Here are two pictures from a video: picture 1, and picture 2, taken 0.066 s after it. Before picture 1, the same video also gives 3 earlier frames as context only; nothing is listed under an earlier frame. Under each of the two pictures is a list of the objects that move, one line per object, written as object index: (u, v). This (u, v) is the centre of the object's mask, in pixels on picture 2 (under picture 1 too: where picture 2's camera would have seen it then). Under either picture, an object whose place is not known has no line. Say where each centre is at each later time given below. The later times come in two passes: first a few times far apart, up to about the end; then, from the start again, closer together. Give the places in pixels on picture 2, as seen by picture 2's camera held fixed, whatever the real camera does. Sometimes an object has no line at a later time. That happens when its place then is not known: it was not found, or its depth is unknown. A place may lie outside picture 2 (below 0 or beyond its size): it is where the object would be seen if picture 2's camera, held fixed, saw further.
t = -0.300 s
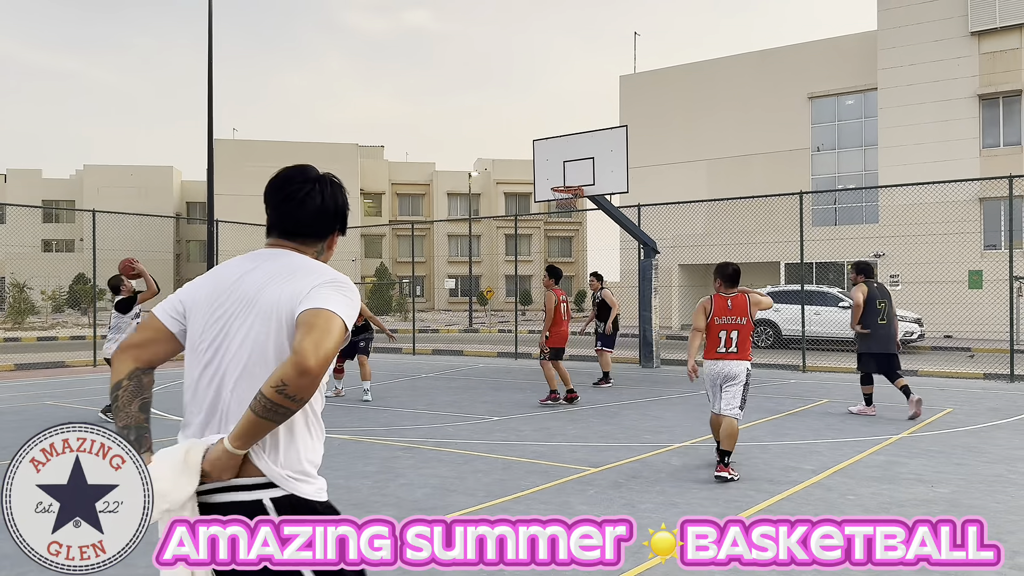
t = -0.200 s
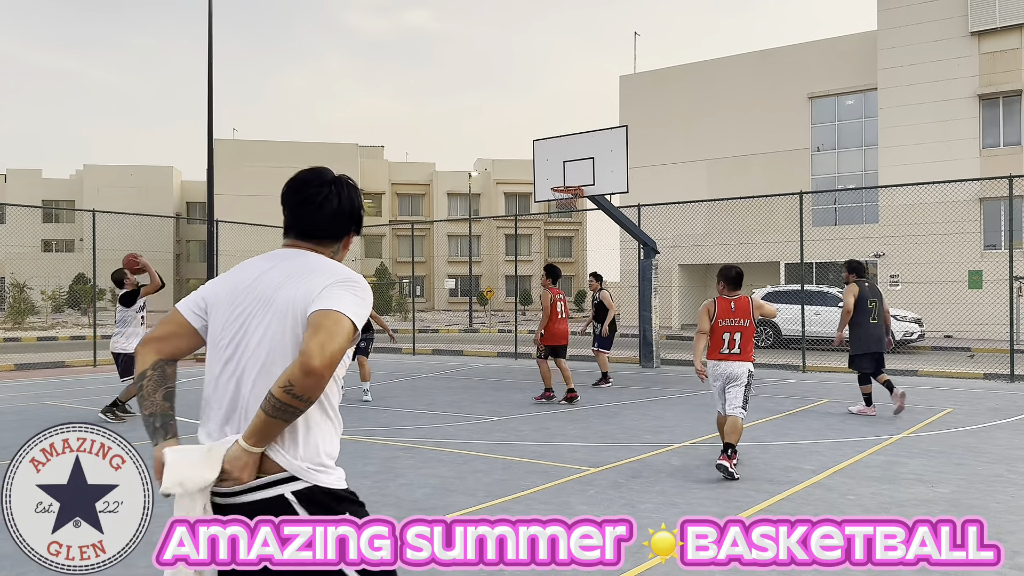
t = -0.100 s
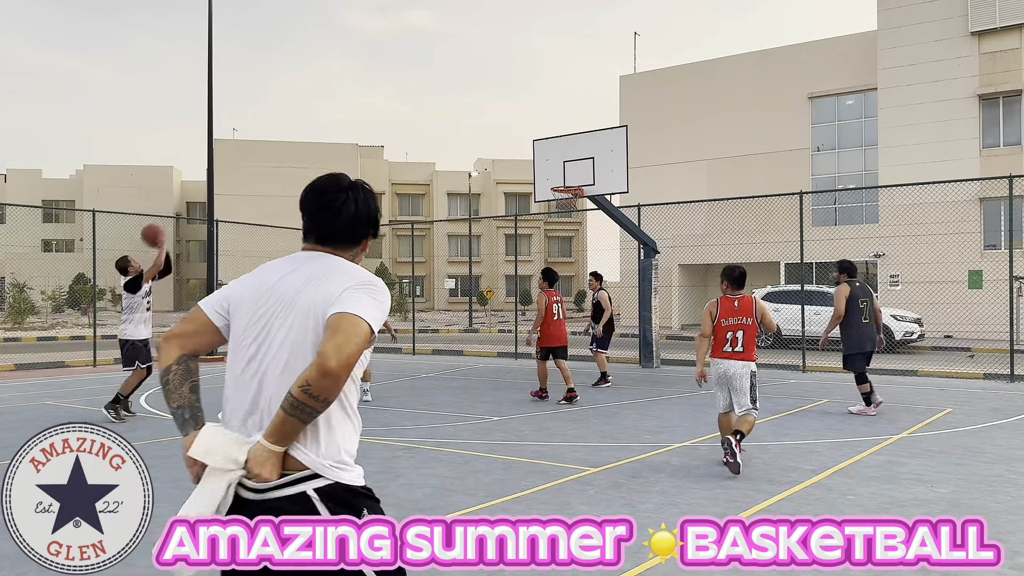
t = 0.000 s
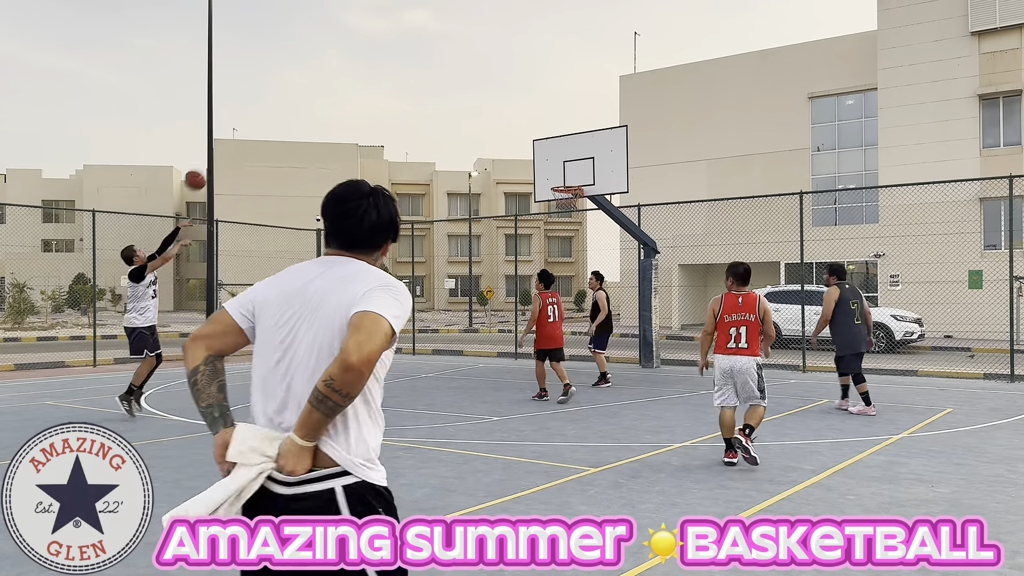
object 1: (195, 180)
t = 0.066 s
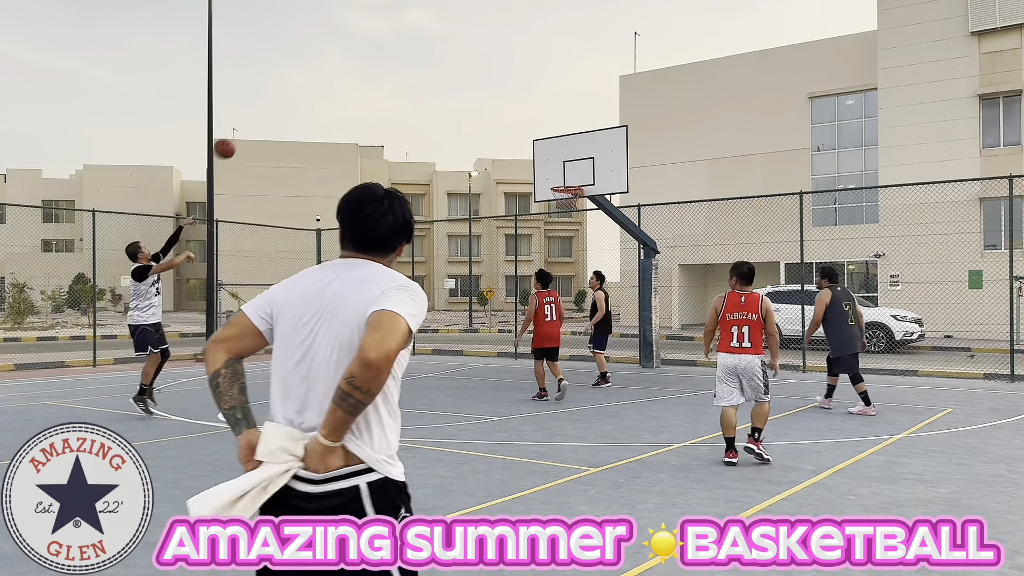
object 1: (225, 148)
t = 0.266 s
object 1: (304, 83)
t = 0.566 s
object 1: (408, 55)
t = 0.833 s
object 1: (485, 83)
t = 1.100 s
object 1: (552, 152)
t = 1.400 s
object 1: (519, 147)
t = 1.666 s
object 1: (441, 135)
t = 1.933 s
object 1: (355, 173)
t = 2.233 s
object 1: (245, 284)
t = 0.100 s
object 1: (238, 135)
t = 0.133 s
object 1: (252, 122)
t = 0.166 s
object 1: (266, 111)
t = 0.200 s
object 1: (279, 101)
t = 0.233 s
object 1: (292, 92)
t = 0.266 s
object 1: (304, 83)
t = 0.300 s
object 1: (317, 77)
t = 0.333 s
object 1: (329, 71)
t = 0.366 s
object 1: (341, 66)
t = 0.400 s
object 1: (353, 62)
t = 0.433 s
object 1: (364, 59)
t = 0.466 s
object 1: (375, 57)
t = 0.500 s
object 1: (386, 55)
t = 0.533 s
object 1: (397, 54)
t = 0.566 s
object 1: (408, 55)
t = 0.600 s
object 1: (418, 56)
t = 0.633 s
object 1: (428, 57)
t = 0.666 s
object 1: (438, 60)
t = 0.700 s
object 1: (448, 63)
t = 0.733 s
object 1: (458, 67)
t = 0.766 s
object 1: (467, 72)
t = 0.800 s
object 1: (476, 77)
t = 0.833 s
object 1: (485, 83)
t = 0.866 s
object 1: (494, 90)
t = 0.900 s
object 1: (503, 97)
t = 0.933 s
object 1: (511, 105)
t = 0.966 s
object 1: (520, 113)
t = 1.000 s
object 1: (528, 122)
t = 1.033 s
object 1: (537, 131)
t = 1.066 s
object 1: (545, 142)
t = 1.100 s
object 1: (552, 152)
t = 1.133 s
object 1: (560, 163)
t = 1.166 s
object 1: (568, 174)
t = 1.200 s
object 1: (573, 182)
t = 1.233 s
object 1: (564, 176)
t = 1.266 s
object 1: (555, 169)
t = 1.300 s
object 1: (546, 163)
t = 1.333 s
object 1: (537, 157)
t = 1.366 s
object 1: (528, 152)
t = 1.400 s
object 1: (519, 147)
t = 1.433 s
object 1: (510, 143)
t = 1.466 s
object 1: (500, 140)
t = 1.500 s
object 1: (491, 137)
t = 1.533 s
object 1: (481, 135)
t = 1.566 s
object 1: (471, 134)
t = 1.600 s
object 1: (461, 134)
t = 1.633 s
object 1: (451, 134)
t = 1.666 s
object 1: (441, 135)
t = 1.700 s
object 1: (431, 137)
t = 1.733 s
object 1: (420, 140)
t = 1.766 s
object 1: (410, 144)
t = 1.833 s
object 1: (387, 153)
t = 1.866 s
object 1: (377, 159)
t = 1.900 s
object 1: (366, 165)
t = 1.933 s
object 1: (355, 173)
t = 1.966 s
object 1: (343, 182)
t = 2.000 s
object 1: (331, 191)
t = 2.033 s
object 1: (320, 201)
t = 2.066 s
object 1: (308, 212)
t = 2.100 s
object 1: (295, 225)
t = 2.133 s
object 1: (283, 238)
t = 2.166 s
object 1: (271, 252)
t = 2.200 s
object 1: (257, 267)
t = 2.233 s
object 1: (245, 284)
